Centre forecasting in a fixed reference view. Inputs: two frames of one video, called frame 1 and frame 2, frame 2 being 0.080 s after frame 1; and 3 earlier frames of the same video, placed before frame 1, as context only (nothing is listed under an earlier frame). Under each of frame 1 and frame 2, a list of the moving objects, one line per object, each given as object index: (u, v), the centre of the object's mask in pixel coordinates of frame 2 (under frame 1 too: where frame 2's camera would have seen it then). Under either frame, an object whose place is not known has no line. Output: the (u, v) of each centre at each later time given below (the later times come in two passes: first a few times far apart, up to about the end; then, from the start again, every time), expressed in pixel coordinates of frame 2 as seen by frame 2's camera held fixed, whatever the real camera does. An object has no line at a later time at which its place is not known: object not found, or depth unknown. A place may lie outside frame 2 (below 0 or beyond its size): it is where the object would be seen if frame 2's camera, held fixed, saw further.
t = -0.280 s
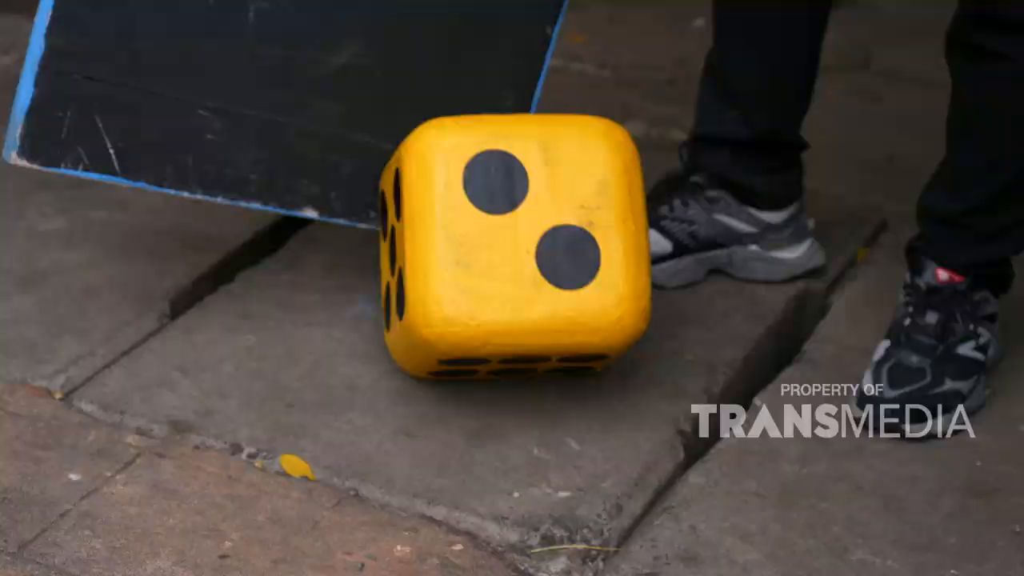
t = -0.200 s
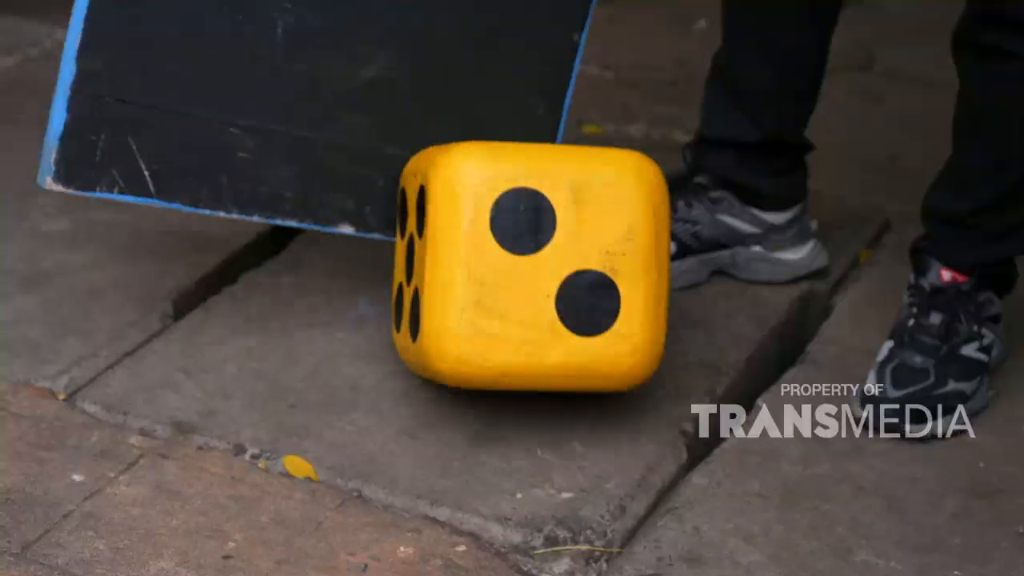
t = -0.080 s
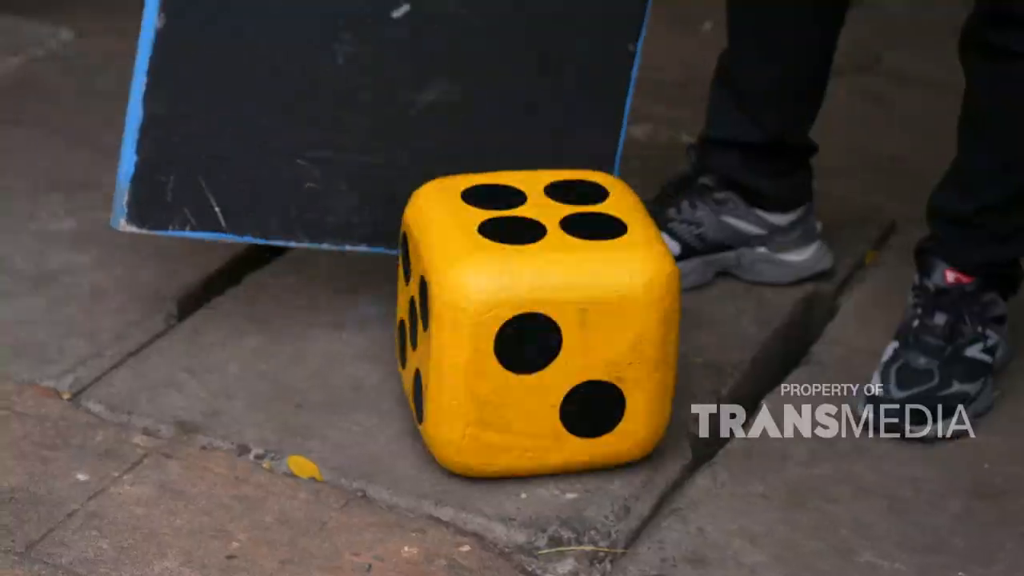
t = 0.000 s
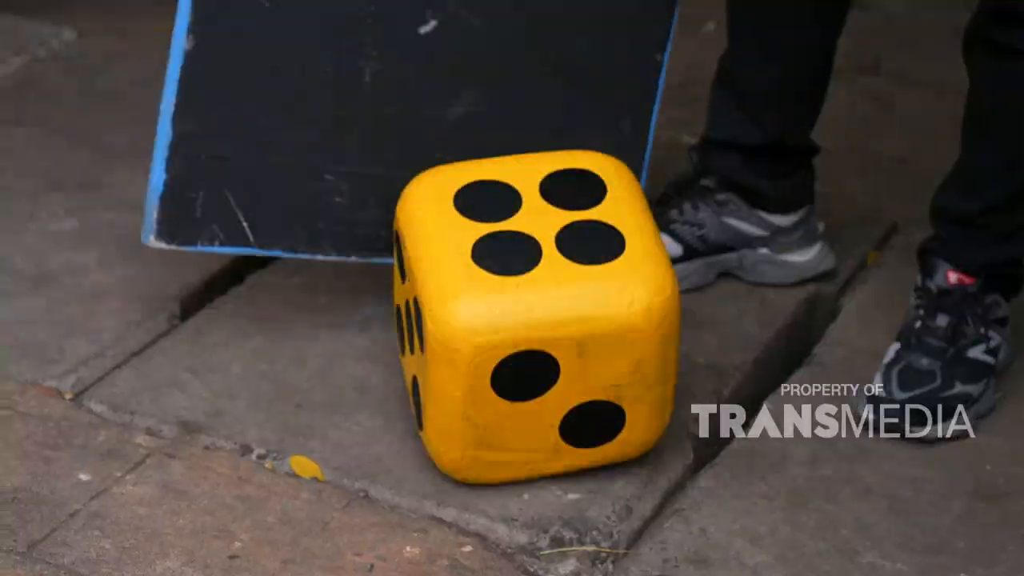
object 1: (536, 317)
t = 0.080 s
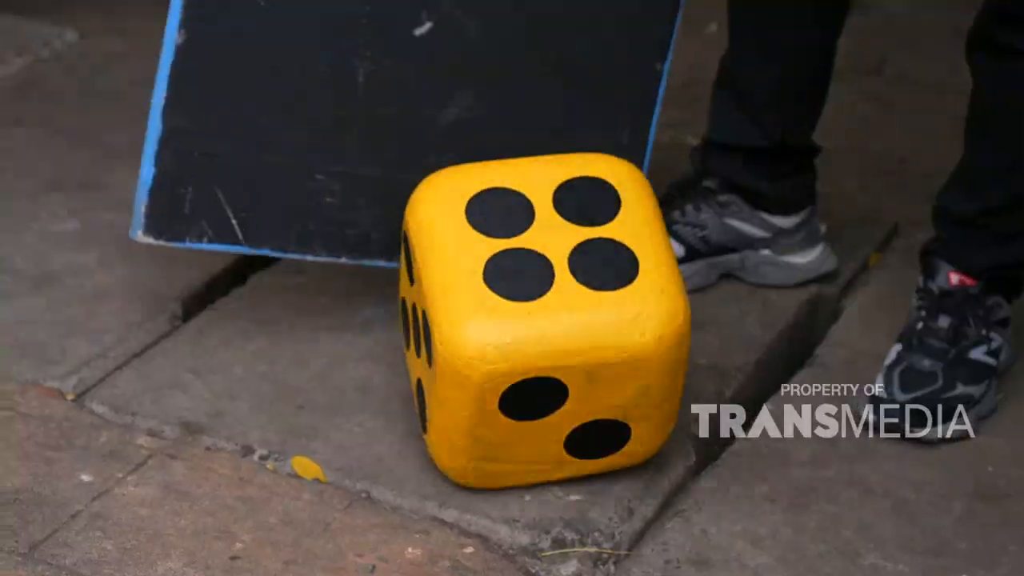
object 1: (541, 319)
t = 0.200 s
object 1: (559, 321)
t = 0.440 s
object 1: (545, 321)
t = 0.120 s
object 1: (547, 320)
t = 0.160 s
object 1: (553, 320)
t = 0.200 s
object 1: (559, 321)
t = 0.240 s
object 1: (564, 320)
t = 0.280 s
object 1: (568, 317)
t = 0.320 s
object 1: (568, 316)
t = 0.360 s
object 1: (563, 315)
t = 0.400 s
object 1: (555, 317)
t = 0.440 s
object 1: (545, 321)
